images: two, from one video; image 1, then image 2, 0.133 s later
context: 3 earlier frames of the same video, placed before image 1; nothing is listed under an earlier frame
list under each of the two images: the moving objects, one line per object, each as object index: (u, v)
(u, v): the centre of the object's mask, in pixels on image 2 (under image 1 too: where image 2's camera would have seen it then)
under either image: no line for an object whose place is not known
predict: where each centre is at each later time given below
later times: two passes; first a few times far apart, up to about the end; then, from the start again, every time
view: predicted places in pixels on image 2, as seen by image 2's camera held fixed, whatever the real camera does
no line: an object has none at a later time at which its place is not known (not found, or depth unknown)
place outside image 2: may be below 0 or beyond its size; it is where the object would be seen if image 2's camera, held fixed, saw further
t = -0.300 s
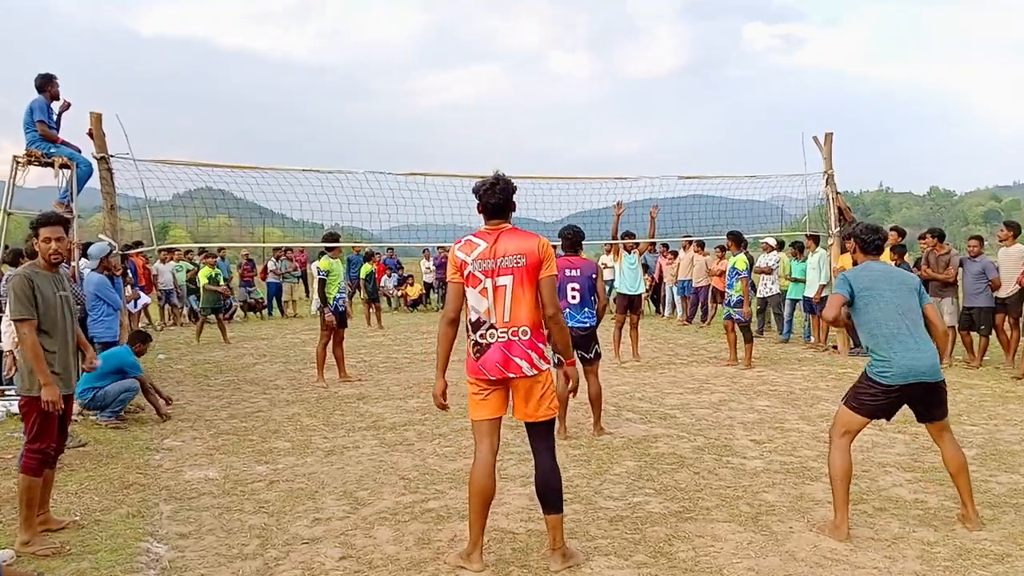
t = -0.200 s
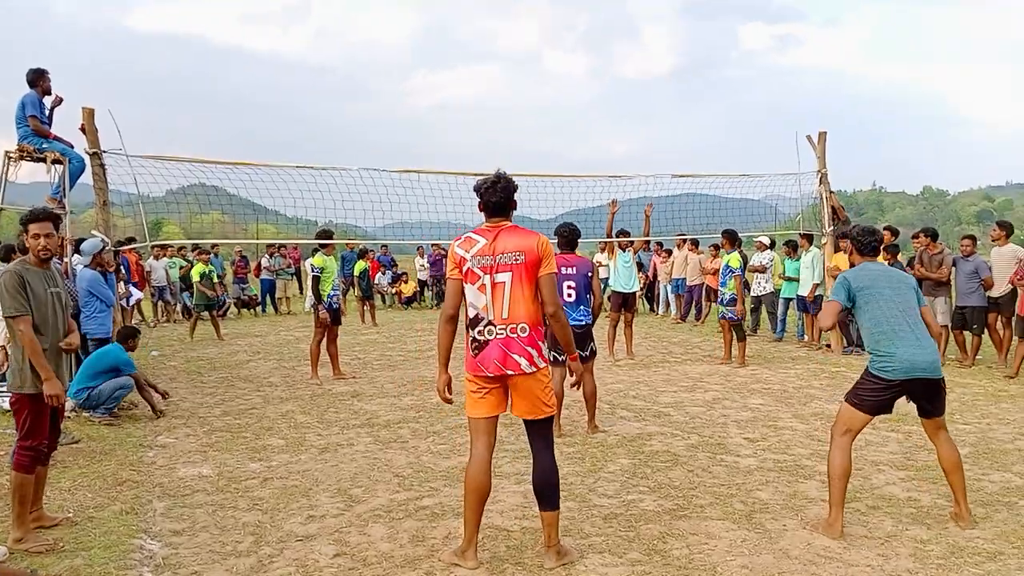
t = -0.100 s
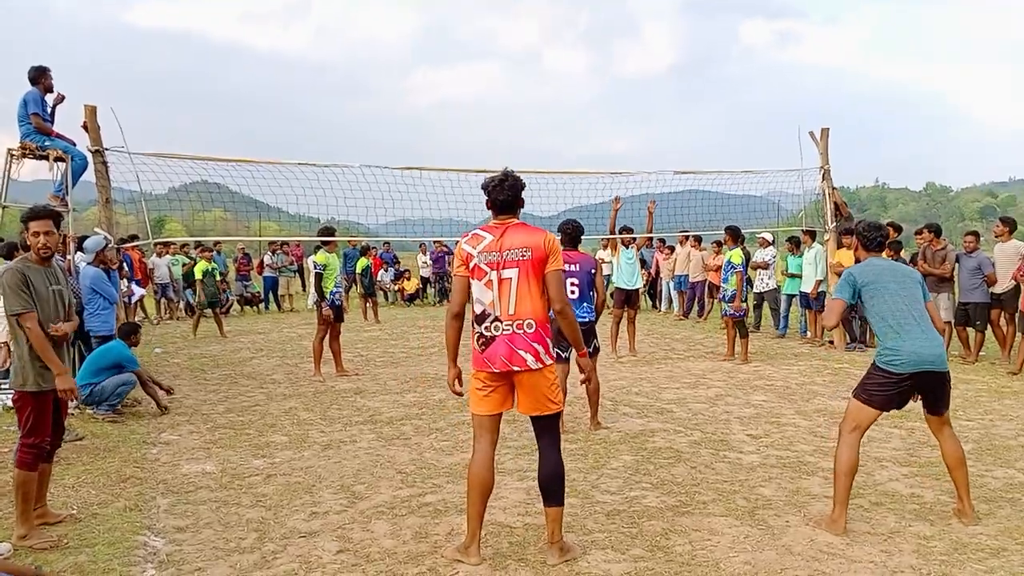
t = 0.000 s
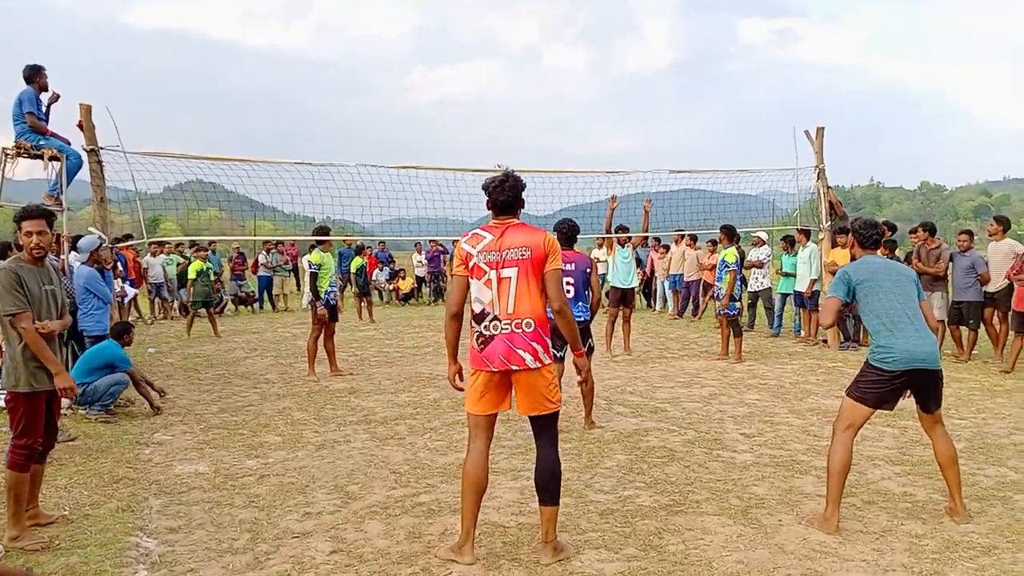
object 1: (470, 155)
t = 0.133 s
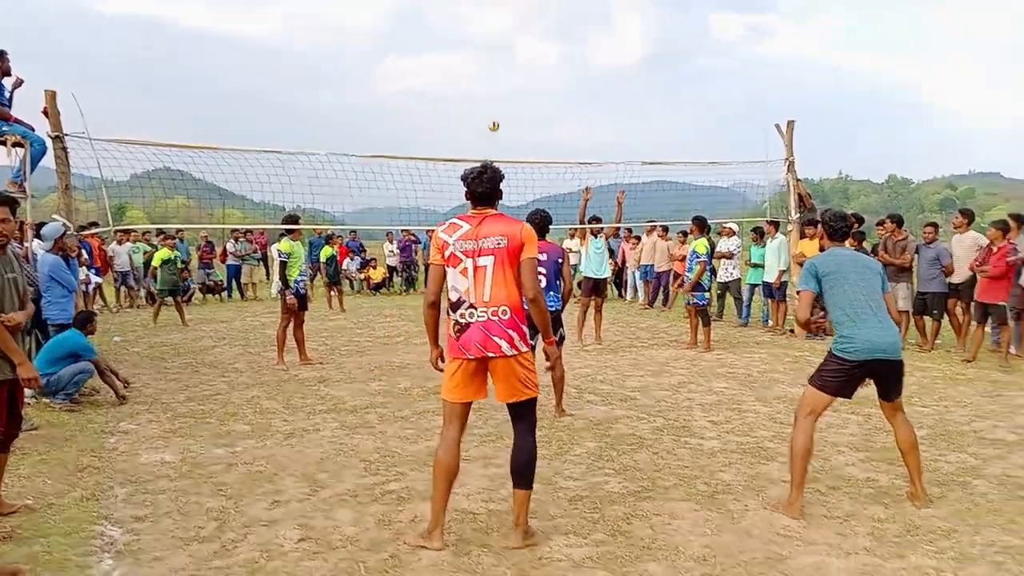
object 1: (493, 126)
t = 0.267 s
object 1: (528, 98)
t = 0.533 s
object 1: (652, 66)
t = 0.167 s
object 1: (502, 119)
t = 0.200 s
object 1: (510, 111)
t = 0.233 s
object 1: (519, 105)
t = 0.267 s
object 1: (528, 98)
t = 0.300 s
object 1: (537, 92)
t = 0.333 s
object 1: (546, 85)
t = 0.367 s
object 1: (558, 81)
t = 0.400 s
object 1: (571, 77)
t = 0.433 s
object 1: (587, 72)
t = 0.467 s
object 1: (606, 68)
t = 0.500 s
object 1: (628, 67)
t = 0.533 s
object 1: (652, 66)
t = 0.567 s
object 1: (678, 68)
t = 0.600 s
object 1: (710, 69)
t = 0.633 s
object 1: (745, 74)
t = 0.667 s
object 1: (785, 81)
